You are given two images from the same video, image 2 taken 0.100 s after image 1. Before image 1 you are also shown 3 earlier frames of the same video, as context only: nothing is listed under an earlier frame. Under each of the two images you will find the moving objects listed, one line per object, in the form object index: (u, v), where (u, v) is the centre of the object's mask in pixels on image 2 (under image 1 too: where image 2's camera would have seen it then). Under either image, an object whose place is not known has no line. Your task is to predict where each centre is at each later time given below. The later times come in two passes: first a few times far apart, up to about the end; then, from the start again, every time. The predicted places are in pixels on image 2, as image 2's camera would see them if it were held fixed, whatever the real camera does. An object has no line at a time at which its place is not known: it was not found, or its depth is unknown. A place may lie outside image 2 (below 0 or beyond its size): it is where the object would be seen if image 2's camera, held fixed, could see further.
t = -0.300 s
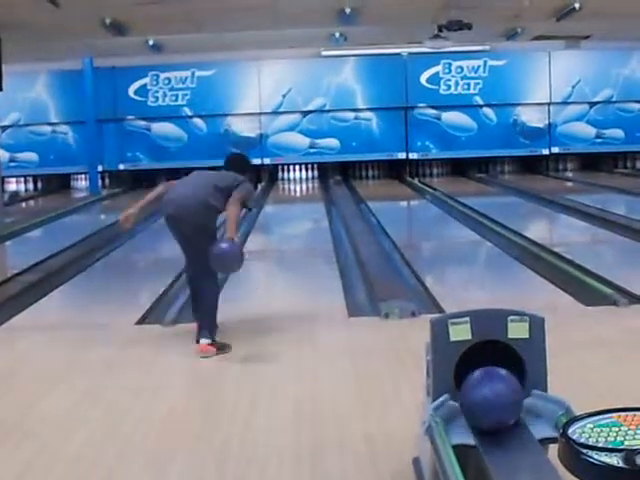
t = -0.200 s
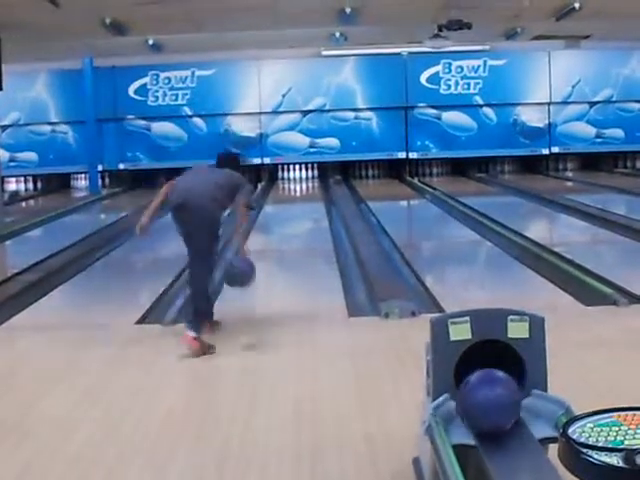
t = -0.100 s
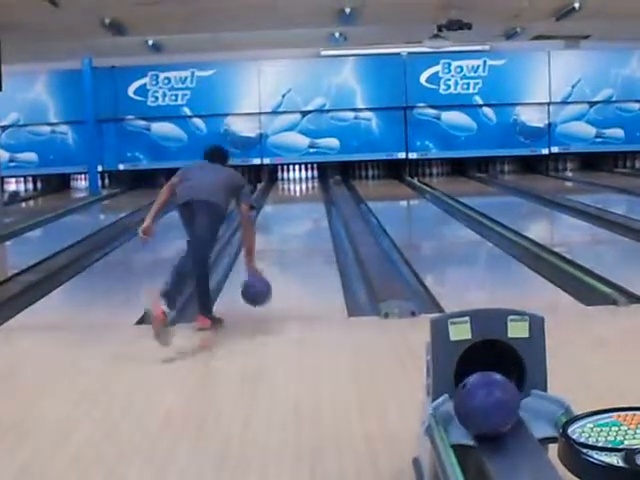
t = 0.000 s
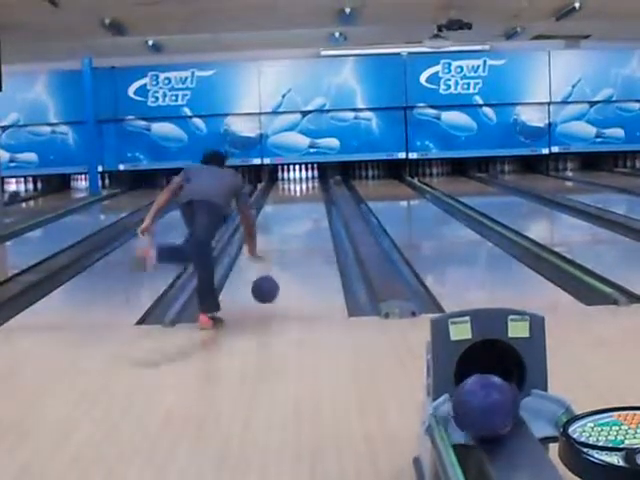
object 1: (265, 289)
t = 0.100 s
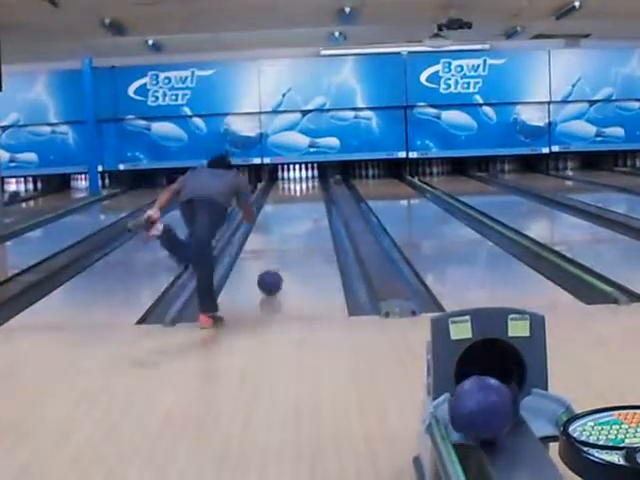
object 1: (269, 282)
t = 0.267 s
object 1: (275, 263)
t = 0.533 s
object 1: (280, 239)
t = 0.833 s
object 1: (285, 221)
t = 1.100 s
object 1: (288, 211)
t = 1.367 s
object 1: (290, 200)
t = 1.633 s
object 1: (291, 195)
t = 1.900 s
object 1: (292, 186)
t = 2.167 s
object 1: (293, 183)
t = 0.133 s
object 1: (270, 278)
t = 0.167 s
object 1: (272, 274)
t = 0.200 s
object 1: (273, 270)
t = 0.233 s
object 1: (274, 266)
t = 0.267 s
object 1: (275, 263)
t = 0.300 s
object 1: (276, 259)
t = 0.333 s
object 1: (276, 256)
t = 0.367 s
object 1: (277, 253)
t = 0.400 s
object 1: (278, 250)
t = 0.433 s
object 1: (278, 248)
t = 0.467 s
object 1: (279, 245)
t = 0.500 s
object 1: (280, 242)
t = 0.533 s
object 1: (280, 239)
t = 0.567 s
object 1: (281, 237)
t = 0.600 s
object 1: (282, 235)
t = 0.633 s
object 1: (282, 233)
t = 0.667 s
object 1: (283, 230)
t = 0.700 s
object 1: (283, 228)
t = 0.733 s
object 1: (284, 226)
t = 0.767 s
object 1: (284, 225)
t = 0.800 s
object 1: (284, 224)
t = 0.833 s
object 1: (285, 221)
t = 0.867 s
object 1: (285, 219)
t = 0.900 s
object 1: (286, 218)
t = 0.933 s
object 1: (286, 216)
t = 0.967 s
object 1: (286, 215)
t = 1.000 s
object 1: (287, 214)
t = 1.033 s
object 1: (287, 212)
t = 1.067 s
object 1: (288, 211)
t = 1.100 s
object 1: (288, 211)
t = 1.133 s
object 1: (288, 209)
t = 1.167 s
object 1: (288, 208)
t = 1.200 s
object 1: (289, 205)
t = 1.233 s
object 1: (289, 202)
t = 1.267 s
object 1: (289, 202)
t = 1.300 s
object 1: (289, 201)
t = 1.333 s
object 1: (289, 201)
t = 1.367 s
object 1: (290, 200)
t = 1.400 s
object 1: (290, 200)
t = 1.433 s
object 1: (291, 198)
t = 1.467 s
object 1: (291, 197)
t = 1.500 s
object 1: (291, 197)
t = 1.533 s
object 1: (290, 196)
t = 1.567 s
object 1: (291, 196)
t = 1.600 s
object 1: (291, 195)
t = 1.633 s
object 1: (291, 195)
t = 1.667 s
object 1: (291, 195)
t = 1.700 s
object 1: (292, 191)
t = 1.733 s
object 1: (291, 189)
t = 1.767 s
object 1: (291, 188)
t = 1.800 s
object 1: (292, 187)
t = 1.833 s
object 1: (292, 187)
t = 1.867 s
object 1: (292, 187)
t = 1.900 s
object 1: (292, 186)
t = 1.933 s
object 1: (292, 186)
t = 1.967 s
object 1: (292, 185)
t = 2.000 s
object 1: (293, 185)
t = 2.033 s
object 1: (293, 185)
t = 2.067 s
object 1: (293, 184)
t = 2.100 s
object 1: (293, 184)
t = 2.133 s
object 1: (292, 184)
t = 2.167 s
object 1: (293, 183)
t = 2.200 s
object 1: (293, 183)
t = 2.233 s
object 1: (292, 183)
